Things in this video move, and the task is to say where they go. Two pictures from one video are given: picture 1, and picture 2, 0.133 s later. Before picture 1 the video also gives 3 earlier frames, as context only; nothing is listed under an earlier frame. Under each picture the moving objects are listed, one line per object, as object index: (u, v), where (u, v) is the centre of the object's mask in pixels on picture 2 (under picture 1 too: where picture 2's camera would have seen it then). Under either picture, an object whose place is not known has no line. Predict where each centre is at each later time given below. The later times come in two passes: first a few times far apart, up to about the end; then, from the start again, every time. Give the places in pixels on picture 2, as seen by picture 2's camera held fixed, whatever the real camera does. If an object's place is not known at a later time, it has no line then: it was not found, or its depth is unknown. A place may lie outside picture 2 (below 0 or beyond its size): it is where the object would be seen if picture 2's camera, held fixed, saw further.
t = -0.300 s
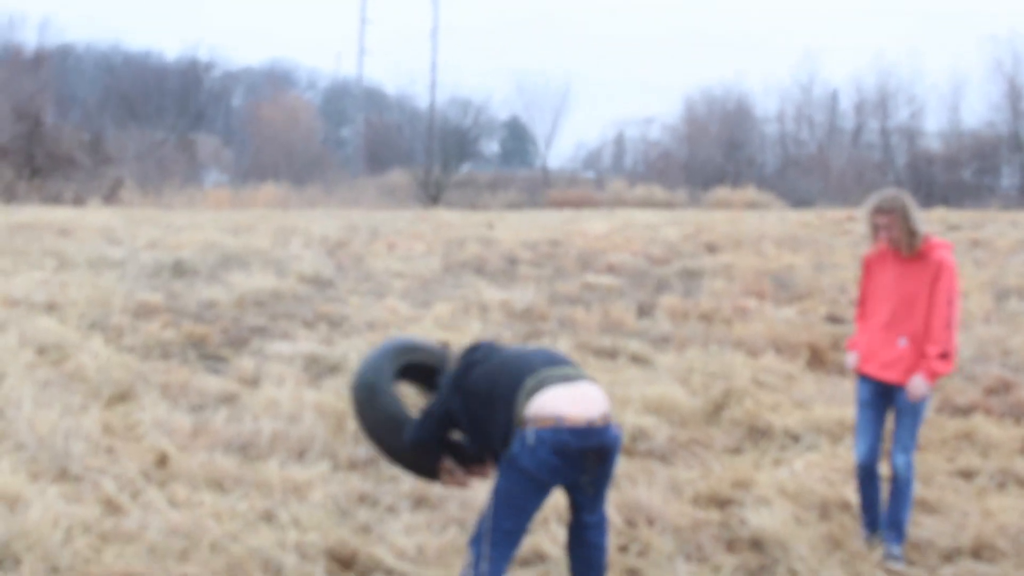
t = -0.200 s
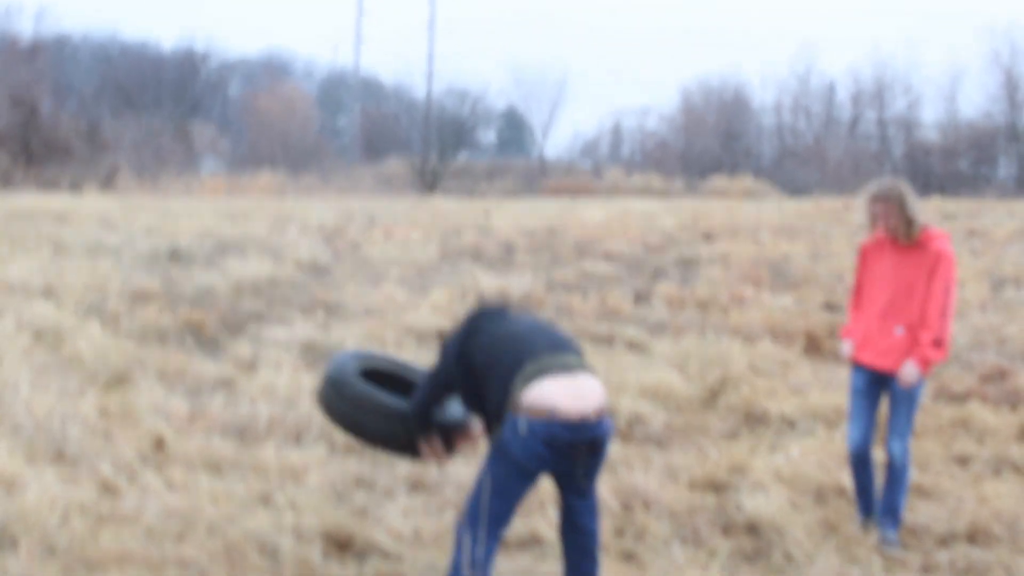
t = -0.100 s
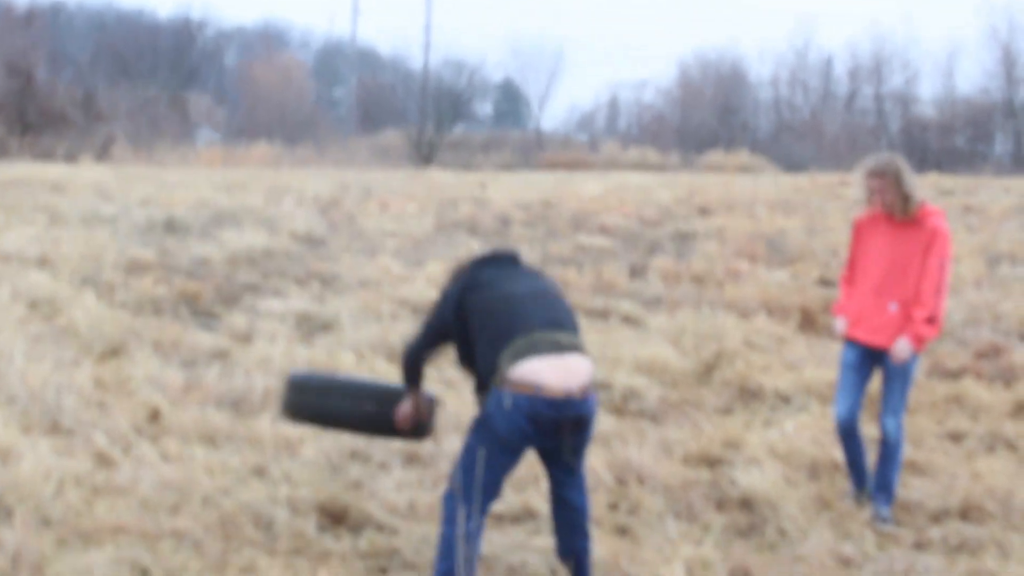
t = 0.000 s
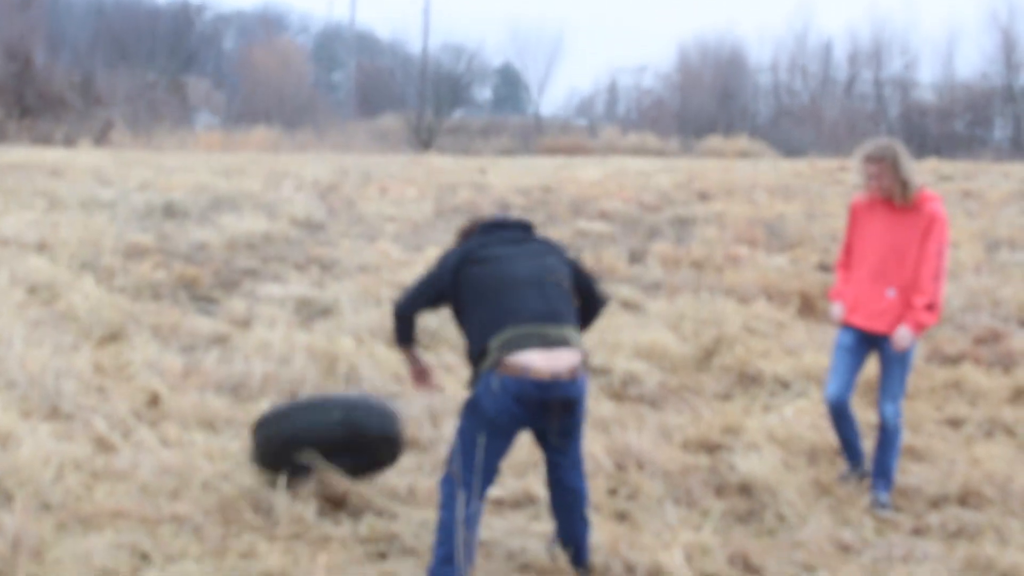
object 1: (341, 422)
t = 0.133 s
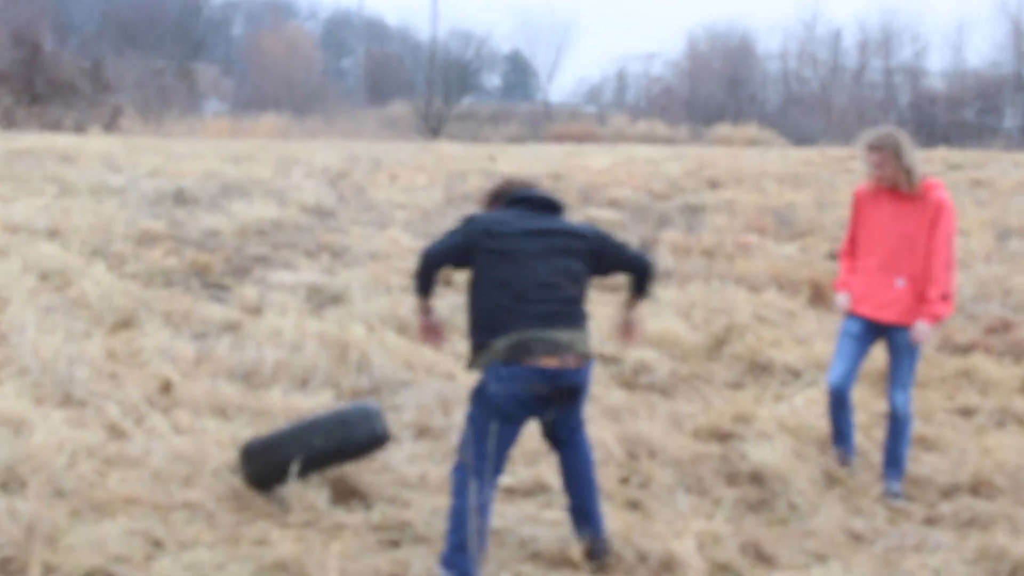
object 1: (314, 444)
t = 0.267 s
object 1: (305, 450)
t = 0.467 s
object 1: (316, 448)
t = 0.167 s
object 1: (311, 446)
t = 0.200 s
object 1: (308, 448)
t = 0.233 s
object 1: (305, 449)
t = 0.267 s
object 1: (305, 450)
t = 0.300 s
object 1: (305, 444)
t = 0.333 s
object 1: (301, 445)
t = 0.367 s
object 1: (307, 443)
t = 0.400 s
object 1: (310, 455)
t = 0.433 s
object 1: (313, 457)
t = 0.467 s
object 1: (316, 448)
